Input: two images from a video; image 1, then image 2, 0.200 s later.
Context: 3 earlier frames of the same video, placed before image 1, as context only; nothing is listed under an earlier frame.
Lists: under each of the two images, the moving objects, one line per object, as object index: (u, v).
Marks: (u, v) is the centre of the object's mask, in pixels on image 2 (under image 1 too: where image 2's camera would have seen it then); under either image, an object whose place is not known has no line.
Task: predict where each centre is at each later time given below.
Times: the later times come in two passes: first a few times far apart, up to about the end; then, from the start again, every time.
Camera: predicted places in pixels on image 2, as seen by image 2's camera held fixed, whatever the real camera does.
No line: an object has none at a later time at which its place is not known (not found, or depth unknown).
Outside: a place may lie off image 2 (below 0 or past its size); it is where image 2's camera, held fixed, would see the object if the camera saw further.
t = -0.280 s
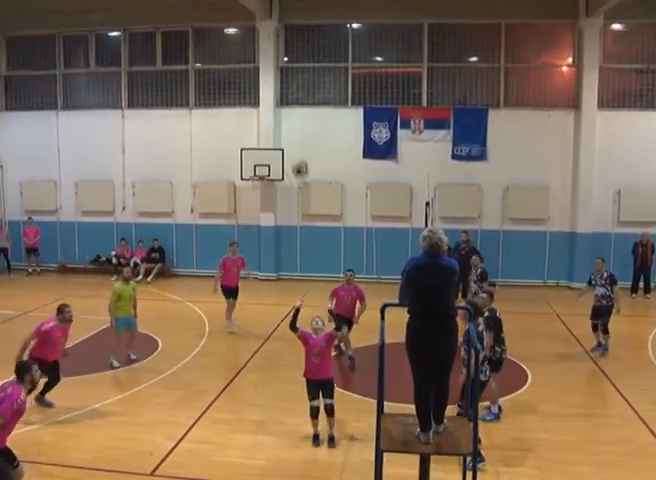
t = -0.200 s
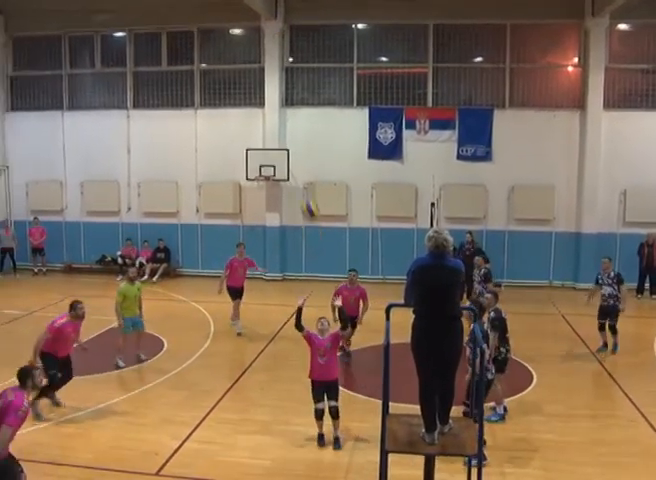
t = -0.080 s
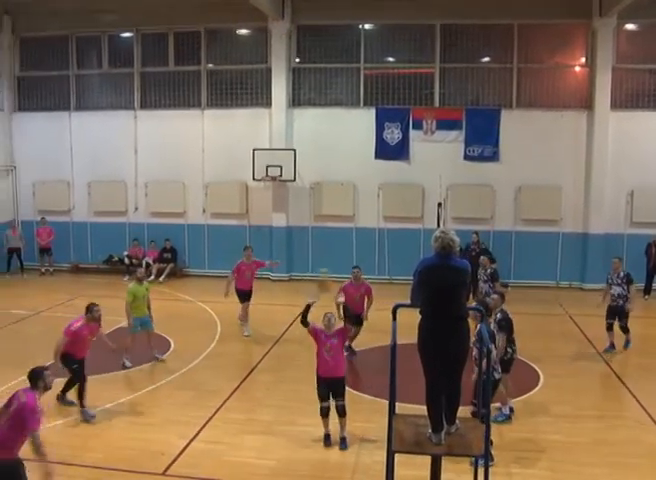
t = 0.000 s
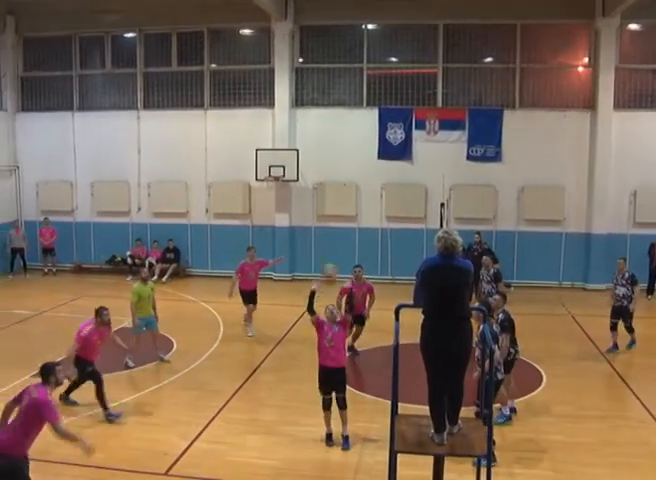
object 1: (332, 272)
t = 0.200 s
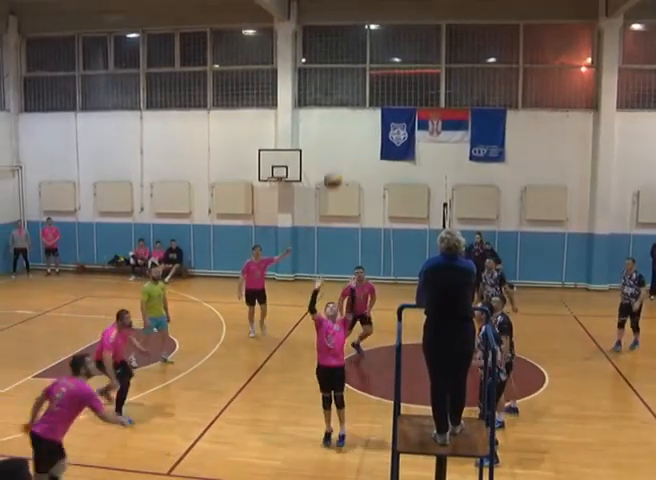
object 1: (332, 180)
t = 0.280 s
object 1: (333, 149)
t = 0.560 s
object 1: (333, 83)
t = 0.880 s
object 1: (334, 89)
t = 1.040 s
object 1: (333, 129)
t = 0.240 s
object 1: (333, 165)
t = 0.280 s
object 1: (333, 149)
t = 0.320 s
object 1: (333, 137)
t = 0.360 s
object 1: (333, 124)
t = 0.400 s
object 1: (333, 113)
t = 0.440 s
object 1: (333, 104)
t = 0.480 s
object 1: (333, 95)
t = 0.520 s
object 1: (333, 89)
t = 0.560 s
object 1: (333, 83)
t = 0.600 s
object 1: (333, 79)
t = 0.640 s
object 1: (334, 76)
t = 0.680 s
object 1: (334, 75)
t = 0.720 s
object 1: (334, 75)
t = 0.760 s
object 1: (334, 76)
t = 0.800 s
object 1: (335, 79)
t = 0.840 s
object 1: (335, 83)
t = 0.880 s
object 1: (334, 89)
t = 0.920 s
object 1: (335, 96)
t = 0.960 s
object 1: (334, 105)
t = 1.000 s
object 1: (333, 118)
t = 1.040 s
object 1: (333, 129)
